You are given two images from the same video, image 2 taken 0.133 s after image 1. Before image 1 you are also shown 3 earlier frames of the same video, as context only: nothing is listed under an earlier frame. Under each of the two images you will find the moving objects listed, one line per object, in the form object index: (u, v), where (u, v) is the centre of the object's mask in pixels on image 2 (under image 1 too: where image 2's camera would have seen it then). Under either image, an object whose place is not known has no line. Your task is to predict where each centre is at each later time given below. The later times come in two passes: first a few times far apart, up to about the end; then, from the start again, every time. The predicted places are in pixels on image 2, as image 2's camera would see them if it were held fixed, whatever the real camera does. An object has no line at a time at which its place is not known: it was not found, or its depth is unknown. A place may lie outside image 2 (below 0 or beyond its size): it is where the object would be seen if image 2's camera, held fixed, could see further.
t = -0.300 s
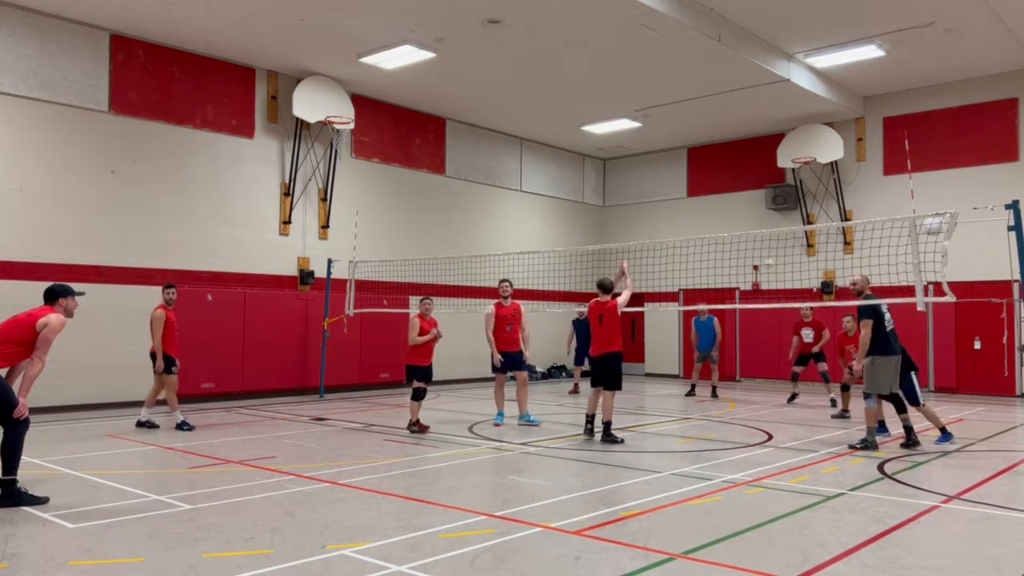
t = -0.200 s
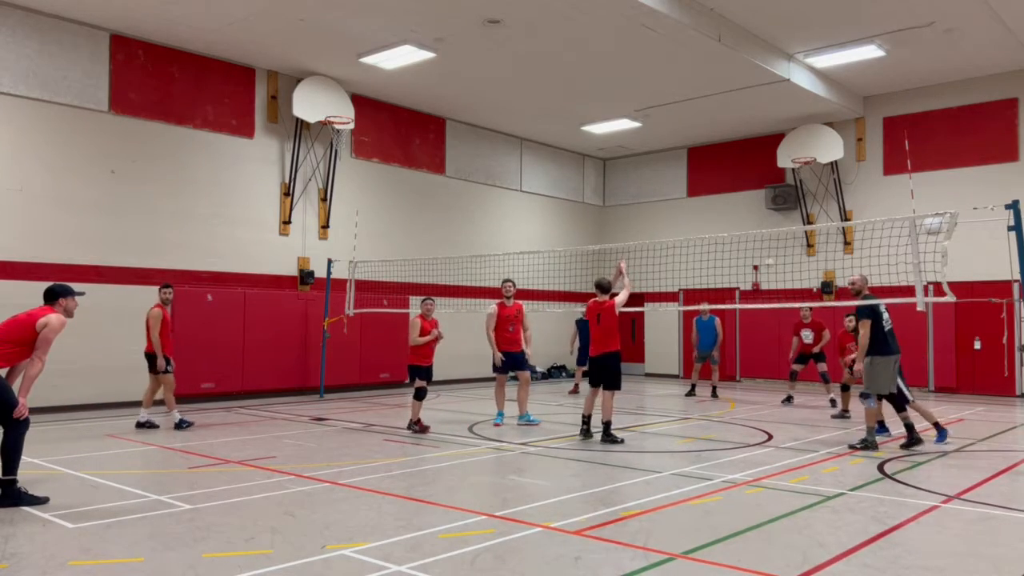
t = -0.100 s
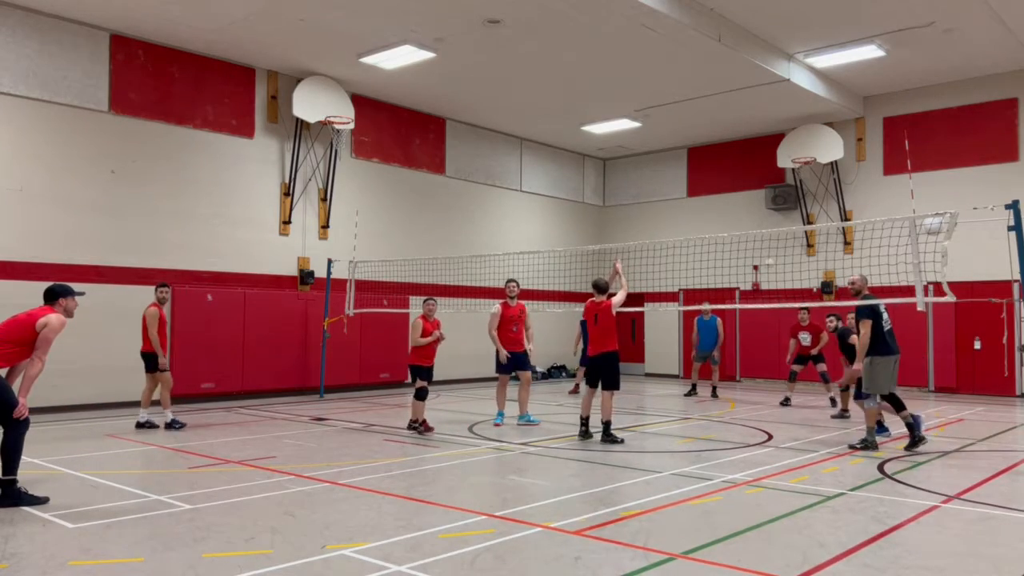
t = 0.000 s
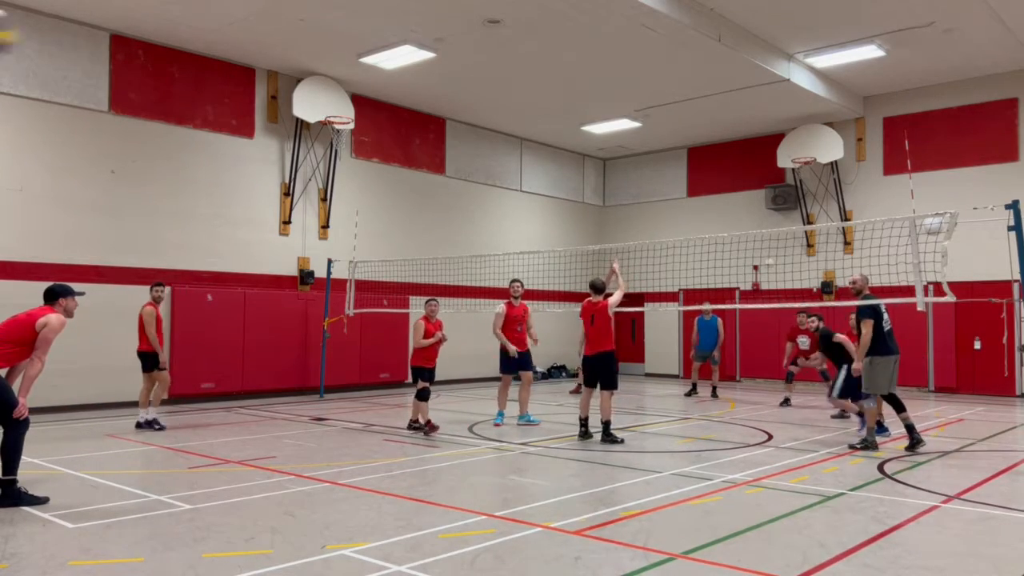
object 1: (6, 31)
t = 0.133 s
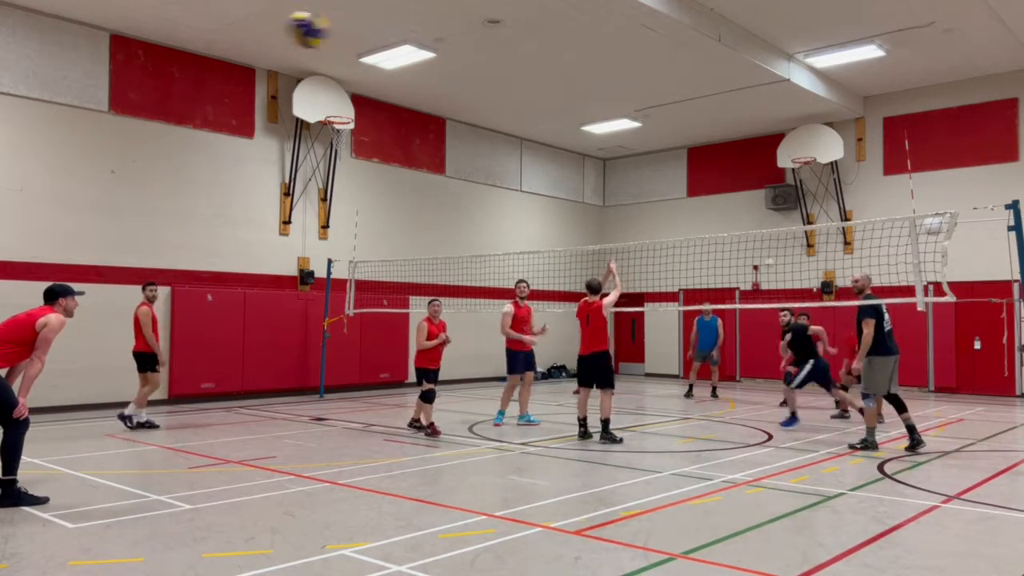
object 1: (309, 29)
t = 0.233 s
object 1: (444, 42)
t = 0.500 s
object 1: (638, 103)
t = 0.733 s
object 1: (726, 169)
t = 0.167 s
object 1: (360, 33)
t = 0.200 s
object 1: (406, 36)
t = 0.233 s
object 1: (444, 42)
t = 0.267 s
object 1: (479, 49)
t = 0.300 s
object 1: (510, 56)
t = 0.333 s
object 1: (538, 63)
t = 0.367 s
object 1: (562, 70)
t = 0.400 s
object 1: (584, 78)
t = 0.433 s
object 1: (603, 86)
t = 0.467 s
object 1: (622, 94)
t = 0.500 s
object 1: (638, 103)
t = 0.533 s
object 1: (653, 112)
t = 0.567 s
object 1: (668, 121)
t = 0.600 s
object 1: (680, 130)
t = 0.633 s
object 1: (695, 140)
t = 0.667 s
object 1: (705, 149)
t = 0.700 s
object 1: (715, 159)
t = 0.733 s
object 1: (726, 169)
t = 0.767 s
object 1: (735, 180)
